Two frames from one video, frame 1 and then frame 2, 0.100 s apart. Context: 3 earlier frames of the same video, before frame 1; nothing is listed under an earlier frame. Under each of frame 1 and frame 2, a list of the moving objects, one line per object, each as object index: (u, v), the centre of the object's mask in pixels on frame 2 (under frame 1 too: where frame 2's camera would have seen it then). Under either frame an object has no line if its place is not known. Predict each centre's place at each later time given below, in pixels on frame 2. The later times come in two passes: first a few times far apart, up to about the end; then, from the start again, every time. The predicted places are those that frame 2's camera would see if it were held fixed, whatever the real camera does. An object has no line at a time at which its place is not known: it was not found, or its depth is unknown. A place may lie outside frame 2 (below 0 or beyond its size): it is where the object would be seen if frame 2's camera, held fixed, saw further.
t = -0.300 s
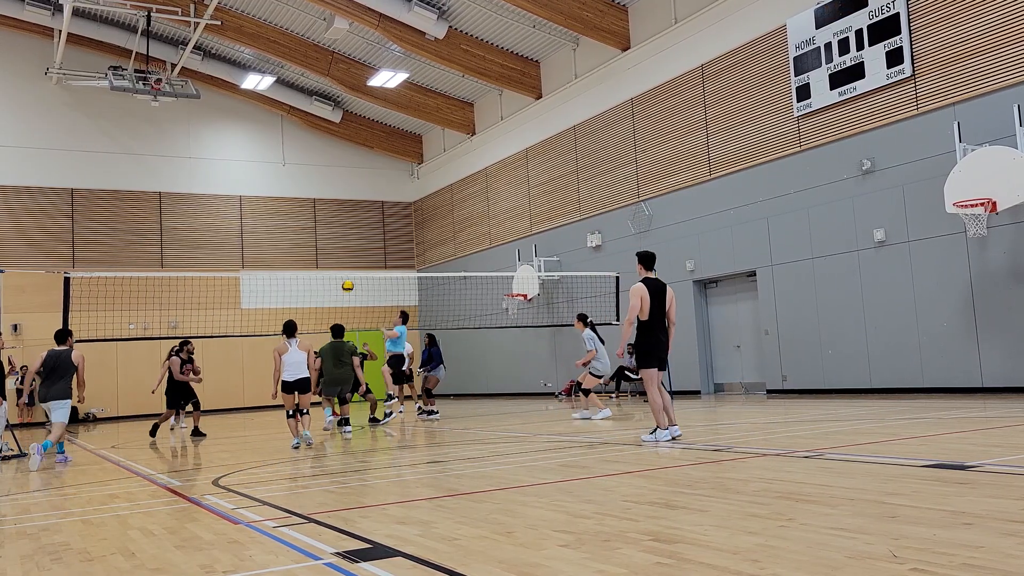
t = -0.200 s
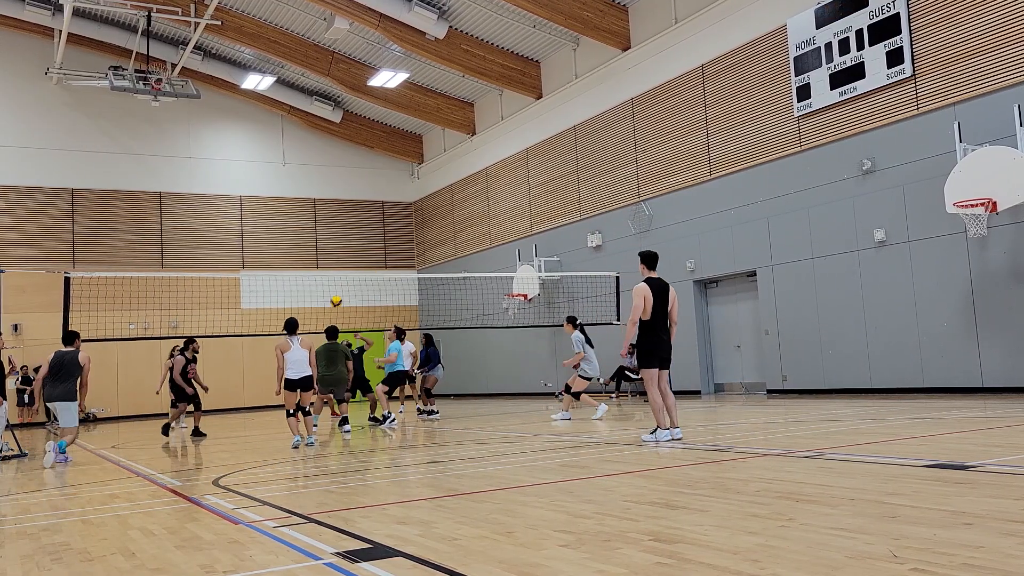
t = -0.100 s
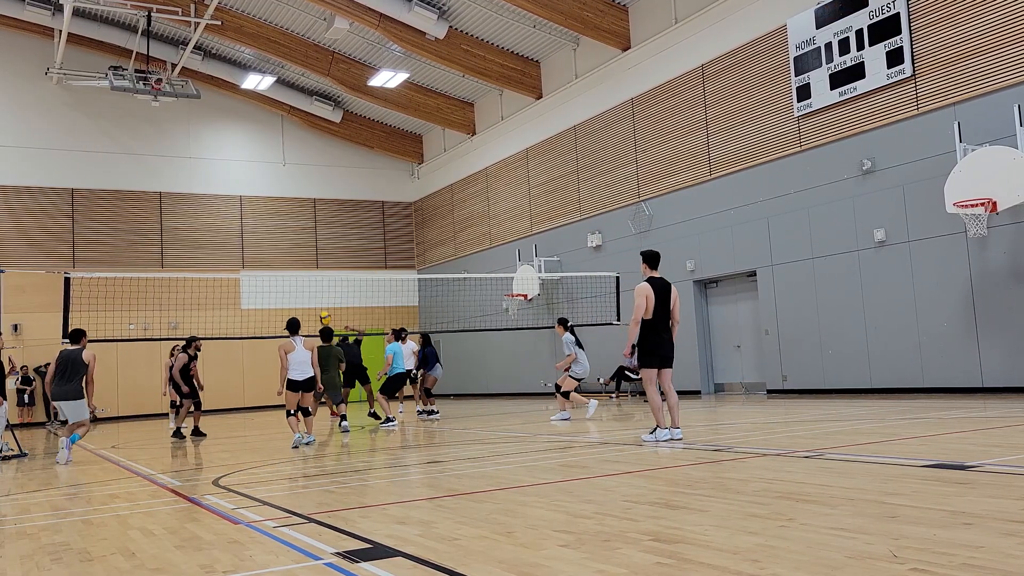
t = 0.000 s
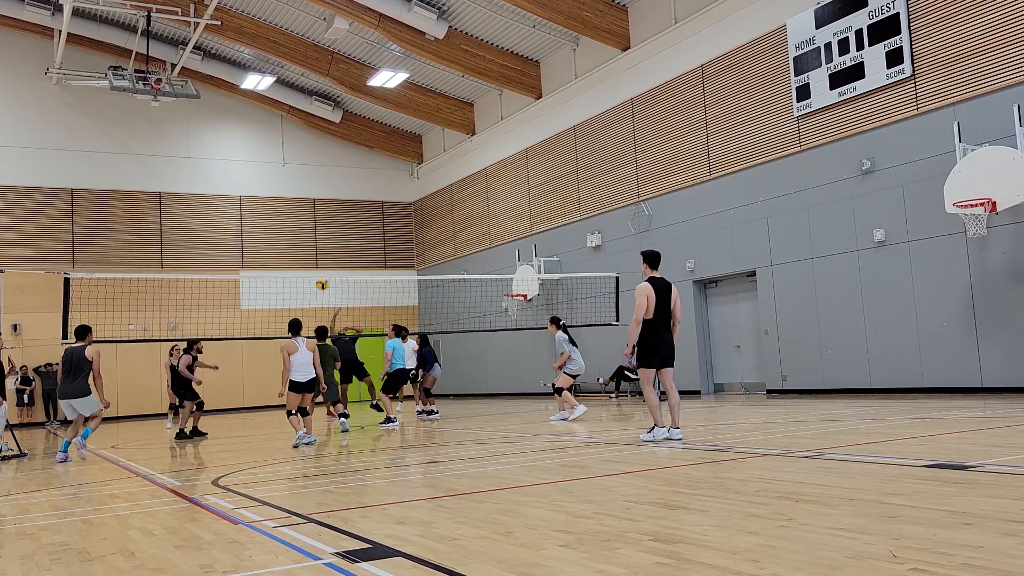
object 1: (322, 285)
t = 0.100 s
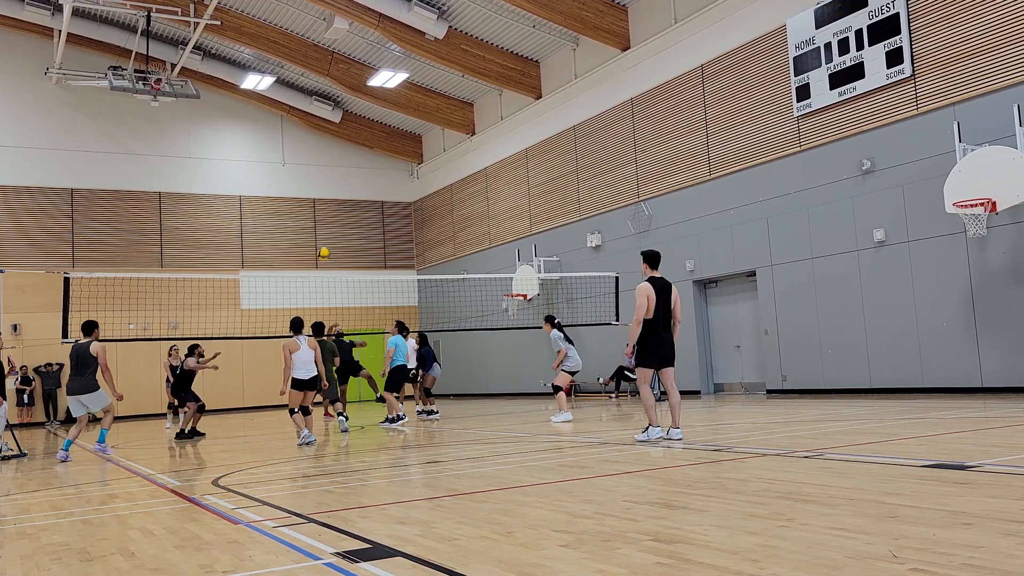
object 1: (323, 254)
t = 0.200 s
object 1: (324, 229)
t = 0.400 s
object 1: (327, 194)
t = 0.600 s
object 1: (330, 181)
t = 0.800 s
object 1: (334, 193)
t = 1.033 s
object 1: (343, 242)
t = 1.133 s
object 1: (347, 277)
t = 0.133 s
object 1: (324, 245)
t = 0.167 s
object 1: (324, 236)
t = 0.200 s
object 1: (324, 229)
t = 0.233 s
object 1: (325, 221)
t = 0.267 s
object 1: (325, 214)
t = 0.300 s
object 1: (326, 209)
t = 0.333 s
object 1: (326, 203)
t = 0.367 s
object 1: (326, 198)
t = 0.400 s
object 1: (327, 194)
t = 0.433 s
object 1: (327, 190)
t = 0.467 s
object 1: (328, 187)
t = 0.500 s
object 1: (329, 185)
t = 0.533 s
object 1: (329, 183)
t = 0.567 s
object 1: (329, 182)
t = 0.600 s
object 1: (330, 181)
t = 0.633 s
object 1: (331, 181)
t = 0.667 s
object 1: (331, 182)
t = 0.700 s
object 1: (332, 184)
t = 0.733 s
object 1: (333, 186)
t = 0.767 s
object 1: (334, 189)
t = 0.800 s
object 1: (334, 193)
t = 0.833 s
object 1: (335, 198)
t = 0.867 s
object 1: (336, 203)
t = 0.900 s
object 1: (337, 209)
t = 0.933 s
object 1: (339, 216)
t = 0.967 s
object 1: (340, 224)
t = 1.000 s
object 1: (341, 233)
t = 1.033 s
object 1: (343, 242)
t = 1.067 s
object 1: (344, 253)
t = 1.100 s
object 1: (345, 264)
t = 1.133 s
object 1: (347, 277)
